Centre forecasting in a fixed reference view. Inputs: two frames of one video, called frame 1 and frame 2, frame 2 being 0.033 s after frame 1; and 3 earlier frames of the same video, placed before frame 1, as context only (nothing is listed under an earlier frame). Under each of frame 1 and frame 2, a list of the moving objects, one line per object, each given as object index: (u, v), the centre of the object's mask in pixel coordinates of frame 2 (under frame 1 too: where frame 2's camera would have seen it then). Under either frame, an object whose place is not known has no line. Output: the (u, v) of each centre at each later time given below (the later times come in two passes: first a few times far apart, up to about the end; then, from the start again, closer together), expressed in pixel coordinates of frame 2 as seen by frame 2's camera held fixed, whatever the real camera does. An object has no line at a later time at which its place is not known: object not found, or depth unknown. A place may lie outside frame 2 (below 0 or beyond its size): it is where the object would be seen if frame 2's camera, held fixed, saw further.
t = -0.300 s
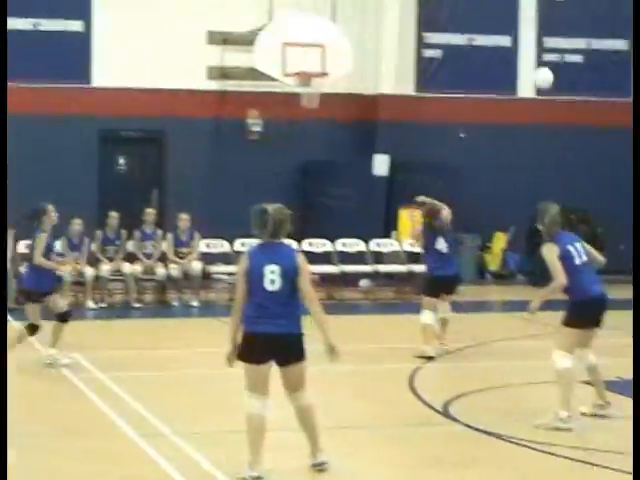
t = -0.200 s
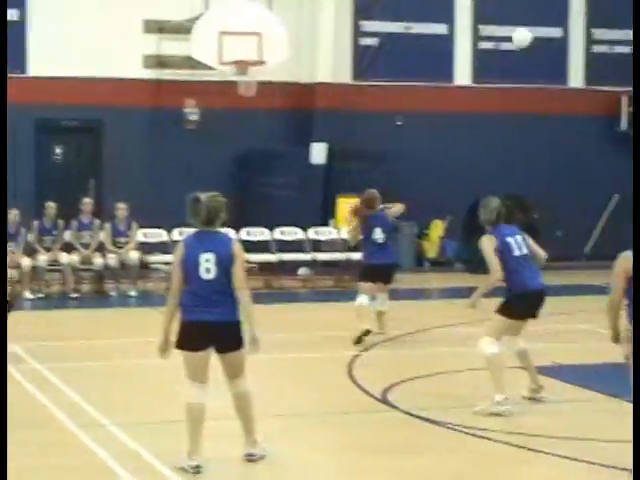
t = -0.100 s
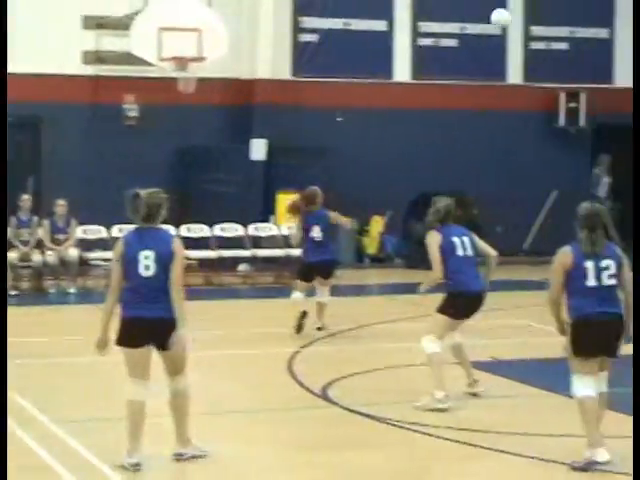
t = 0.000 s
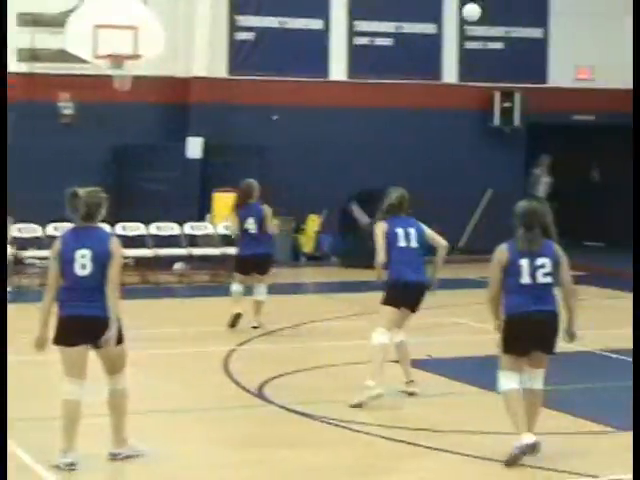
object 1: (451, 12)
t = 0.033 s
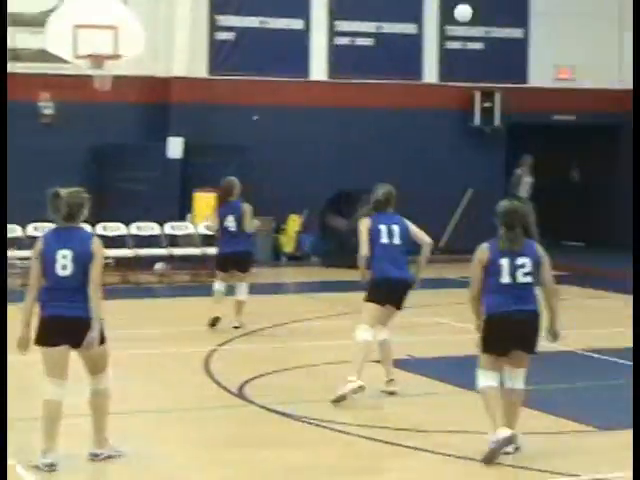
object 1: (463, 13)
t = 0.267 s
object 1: (532, 39)
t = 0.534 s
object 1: (594, 120)
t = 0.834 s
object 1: (641, 255)
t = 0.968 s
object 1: (668, 233)
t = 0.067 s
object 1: (473, 14)
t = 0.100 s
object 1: (485, 16)
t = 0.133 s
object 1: (495, 19)
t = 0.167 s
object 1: (505, 22)
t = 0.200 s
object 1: (514, 27)
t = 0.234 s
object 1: (523, 34)
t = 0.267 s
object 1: (532, 39)
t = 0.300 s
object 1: (541, 45)
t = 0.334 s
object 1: (550, 55)
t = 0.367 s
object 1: (558, 63)
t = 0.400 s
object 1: (565, 73)
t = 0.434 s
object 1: (573, 85)
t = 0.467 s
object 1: (581, 96)
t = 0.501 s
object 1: (587, 108)
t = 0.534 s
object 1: (594, 120)
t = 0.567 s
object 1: (600, 133)
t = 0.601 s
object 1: (607, 147)
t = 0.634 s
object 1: (612, 160)
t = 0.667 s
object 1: (618, 175)
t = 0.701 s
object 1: (624, 191)
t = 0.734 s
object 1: (629, 206)
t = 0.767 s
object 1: (633, 222)
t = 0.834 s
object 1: (641, 255)
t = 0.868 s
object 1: (646, 269)
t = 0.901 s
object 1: (654, 257)
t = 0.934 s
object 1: (662, 244)
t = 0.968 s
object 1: (668, 233)
